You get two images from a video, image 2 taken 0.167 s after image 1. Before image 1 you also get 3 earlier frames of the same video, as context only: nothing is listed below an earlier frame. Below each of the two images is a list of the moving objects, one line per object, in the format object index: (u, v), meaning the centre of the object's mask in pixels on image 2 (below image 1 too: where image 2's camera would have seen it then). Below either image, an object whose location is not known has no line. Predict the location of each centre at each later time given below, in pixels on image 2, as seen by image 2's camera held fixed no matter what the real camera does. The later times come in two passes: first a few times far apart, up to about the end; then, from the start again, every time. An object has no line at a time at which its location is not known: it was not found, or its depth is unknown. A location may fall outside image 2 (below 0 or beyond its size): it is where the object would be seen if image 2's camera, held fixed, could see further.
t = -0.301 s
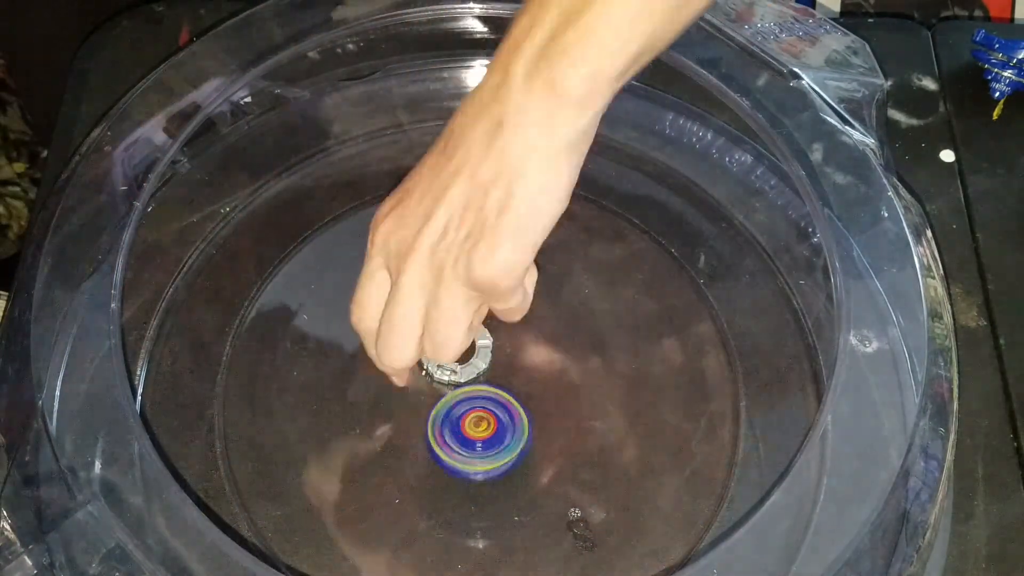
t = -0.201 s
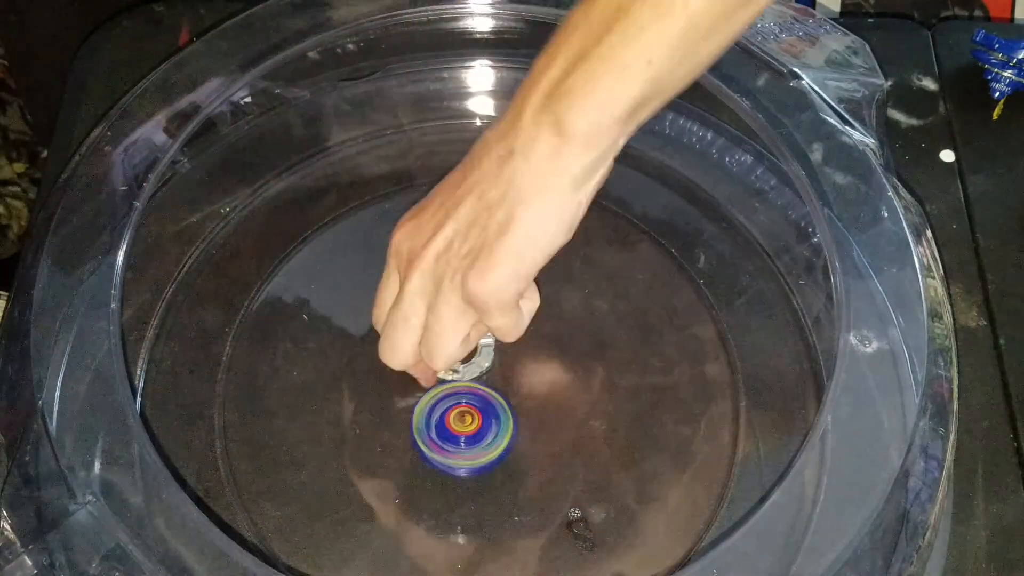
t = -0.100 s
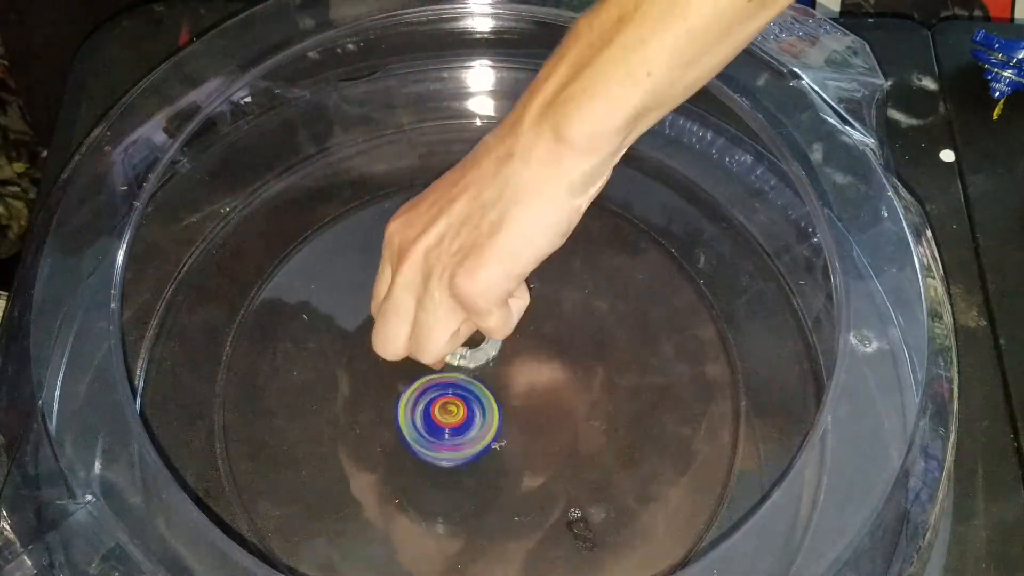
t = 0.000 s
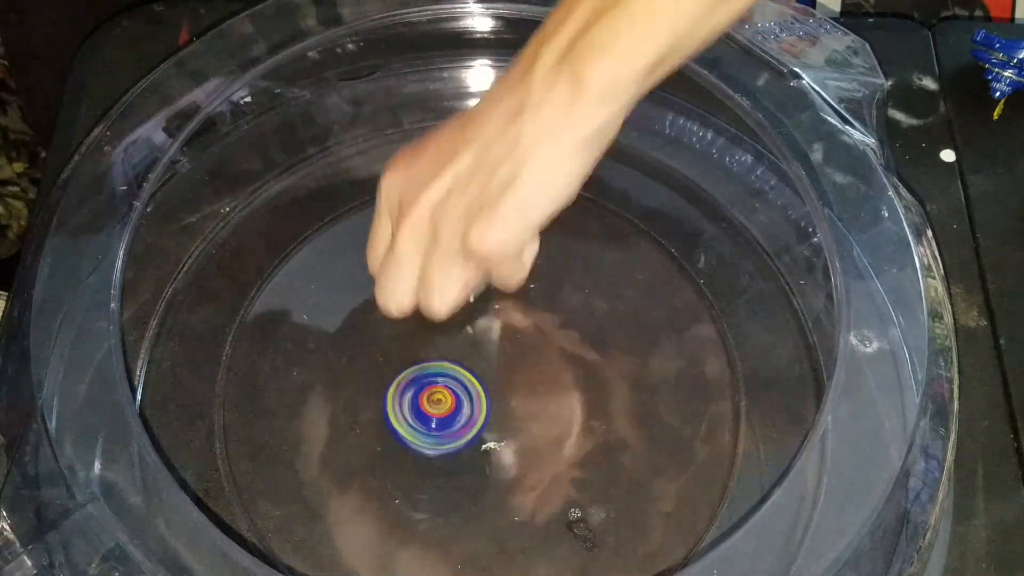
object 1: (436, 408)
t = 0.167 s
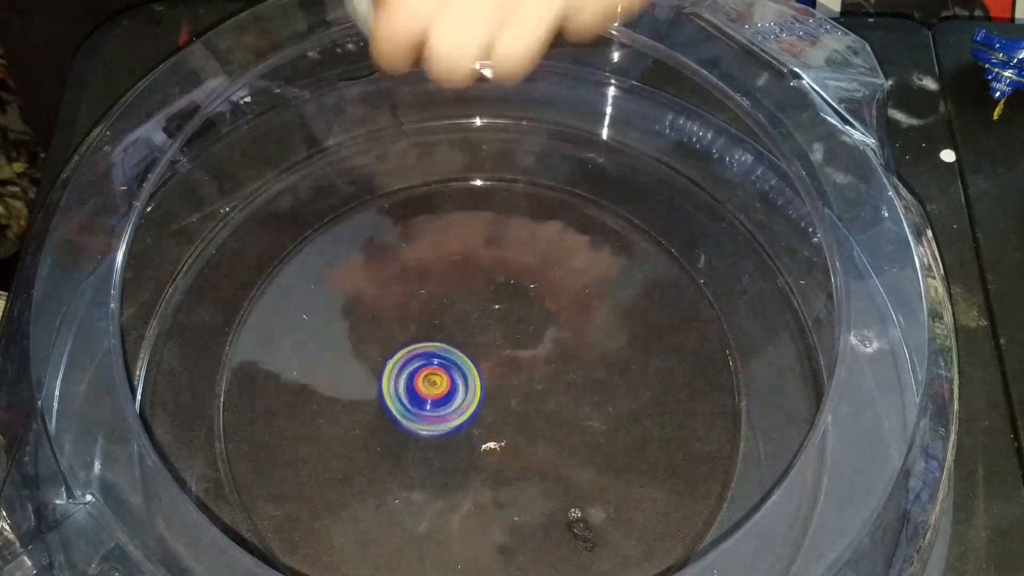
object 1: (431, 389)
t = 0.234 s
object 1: (434, 381)
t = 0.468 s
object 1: (461, 364)
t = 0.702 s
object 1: (487, 364)
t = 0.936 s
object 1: (498, 388)
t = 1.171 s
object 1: (498, 407)
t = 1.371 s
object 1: (481, 407)
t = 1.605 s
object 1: (447, 412)
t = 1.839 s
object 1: (459, 408)
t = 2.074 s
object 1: (477, 372)
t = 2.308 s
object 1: (463, 367)
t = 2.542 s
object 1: (475, 406)
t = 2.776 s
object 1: (507, 408)
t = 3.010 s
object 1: (473, 385)
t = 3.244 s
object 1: (437, 398)
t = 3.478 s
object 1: (468, 409)
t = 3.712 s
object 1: (493, 374)
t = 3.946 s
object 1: (469, 370)
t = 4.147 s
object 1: (465, 407)
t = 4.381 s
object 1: (494, 418)
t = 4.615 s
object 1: (476, 383)
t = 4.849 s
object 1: (437, 381)
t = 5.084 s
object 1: (457, 403)
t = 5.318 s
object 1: (501, 393)
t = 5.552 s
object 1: (488, 372)
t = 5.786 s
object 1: (452, 400)
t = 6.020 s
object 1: (467, 424)
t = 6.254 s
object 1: (484, 389)
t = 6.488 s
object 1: (463, 362)
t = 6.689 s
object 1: (457, 390)
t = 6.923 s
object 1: (489, 416)
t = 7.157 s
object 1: (499, 392)
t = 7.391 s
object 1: (458, 378)
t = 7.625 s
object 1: (439, 398)
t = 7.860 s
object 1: (480, 407)
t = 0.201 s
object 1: (433, 386)
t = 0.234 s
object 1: (434, 381)
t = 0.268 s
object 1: (437, 379)
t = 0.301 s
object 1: (441, 375)
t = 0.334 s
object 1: (443, 372)
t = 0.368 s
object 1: (448, 370)
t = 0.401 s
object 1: (452, 367)
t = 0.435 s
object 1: (456, 366)
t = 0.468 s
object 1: (461, 364)
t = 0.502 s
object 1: (463, 363)
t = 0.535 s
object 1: (469, 362)
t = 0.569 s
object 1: (473, 361)
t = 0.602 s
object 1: (476, 361)
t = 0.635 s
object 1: (481, 361)
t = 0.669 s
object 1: (483, 362)
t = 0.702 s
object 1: (487, 364)
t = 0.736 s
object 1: (489, 366)
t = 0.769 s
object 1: (490, 369)
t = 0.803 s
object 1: (493, 373)
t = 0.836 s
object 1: (493, 376)
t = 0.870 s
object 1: (496, 381)
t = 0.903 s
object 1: (497, 384)
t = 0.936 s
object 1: (498, 388)
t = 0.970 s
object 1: (500, 392)
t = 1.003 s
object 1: (500, 395)
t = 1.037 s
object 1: (501, 399)
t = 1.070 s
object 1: (501, 401)
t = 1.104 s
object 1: (500, 404)
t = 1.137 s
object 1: (500, 406)
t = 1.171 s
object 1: (498, 407)
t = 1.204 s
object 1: (498, 408)
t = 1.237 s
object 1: (495, 409)
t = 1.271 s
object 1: (492, 409)
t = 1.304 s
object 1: (489, 408)
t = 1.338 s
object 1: (485, 408)
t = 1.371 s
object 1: (481, 407)
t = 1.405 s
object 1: (475, 406)
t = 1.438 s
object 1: (468, 407)
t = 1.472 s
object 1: (464, 407)
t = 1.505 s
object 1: (458, 407)
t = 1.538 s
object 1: (454, 408)
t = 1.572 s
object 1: (449, 410)
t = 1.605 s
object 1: (447, 412)
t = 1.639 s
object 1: (445, 411)
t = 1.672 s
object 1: (445, 412)
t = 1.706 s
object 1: (446, 412)
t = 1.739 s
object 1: (448, 413)
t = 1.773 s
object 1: (451, 411)
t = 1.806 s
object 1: (454, 411)
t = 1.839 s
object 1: (459, 408)
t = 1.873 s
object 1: (463, 404)
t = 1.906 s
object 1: (468, 400)
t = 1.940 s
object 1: (472, 394)
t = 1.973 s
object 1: (474, 388)
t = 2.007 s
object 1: (476, 382)
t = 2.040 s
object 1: (477, 377)
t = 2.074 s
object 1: (477, 372)
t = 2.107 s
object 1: (475, 368)
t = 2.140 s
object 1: (476, 365)
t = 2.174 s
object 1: (472, 362)
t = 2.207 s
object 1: (471, 361)
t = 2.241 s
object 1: (467, 362)
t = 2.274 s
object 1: (466, 364)
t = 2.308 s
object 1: (463, 367)
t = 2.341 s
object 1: (462, 371)
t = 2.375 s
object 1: (462, 376)
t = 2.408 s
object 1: (462, 382)
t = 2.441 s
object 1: (465, 389)
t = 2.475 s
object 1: (467, 395)
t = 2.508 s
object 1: (472, 401)
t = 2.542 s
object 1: (475, 406)
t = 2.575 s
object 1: (481, 410)
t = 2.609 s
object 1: (485, 412)
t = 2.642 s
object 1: (492, 414)
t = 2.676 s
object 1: (497, 414)
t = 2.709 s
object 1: (502, 414)
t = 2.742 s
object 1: (505, 411)
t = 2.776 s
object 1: (507, 408)
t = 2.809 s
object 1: (506, 402)
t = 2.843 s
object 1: (504, 400)
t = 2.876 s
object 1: (499, 394)
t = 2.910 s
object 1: (493, 390)
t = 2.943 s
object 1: (487, 388)
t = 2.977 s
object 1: (479, 386)
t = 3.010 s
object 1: (473, 385)
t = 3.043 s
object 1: (466, 386)
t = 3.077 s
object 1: (459, 387)
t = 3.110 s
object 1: (452, 388)
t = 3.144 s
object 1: (448, 390)
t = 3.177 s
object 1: (443, 393)
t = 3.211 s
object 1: (440, 396)
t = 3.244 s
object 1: (437, 398)
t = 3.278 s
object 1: (437, 402)
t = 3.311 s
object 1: (437, 406)
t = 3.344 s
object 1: (442, 410)
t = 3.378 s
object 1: (447, 411)
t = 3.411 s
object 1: (454, 411)
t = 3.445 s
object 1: (461, 410)
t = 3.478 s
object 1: (468, 409)
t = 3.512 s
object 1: (475, 405)
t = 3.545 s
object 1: (480, 401)
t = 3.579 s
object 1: (485, 395)
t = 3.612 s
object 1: (488, 391)
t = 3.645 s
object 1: (491, 385)
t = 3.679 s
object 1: (493, 381)
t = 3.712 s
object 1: (493, 374)
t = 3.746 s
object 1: (493, 371)
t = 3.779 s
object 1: (491, 366)
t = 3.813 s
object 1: (489, 364)
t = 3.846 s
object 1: (483, 361)
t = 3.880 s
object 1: (478, 363)
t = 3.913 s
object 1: (473, 365)
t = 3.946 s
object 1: (469, 370)
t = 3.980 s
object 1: (465, 375)
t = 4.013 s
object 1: (463, 381)
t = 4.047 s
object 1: (462, 387)
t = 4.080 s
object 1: (462, 395)
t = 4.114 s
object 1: (463, 401)
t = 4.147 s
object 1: (465, 407)
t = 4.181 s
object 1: (468, 413)
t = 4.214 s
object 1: (472, 417)
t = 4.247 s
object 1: (475, 420)
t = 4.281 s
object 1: (481, 423)
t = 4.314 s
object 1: (485, 423)
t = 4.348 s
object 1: (492, 423)
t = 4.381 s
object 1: (494, 418)
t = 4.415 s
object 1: (498, 414)
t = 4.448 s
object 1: (496, 408)
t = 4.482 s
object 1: (496, 402)
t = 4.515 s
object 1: (491, 396)
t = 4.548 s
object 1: (487, 392)
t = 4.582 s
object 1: (481, 386)
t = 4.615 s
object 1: (476, 383)
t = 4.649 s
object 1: (469, 379)
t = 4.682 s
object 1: (464, 378)
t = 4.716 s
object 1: (456, 376)
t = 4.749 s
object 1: (451, 375)
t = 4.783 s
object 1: (445, 376)
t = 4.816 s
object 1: (442, 379)
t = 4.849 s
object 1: (437, 381)
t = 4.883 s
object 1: (436, 383)
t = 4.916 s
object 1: (436, 387)
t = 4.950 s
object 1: (437, 390)
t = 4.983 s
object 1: (440, 395)
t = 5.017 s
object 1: (443, 398)
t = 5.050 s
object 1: (450, 402)
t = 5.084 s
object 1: (457, 403)
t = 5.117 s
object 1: (463, 404)
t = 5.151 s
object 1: (470, 404)
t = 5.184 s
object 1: (478, 404)
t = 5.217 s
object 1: (484, 402)
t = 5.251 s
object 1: (492, 399)
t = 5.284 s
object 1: (496, 397)
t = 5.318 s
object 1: (501, 393)
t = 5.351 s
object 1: (503, 390)
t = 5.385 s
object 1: (506, 384)
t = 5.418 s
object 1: (506, 381)
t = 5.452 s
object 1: (503, 375)
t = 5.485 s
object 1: (500, 373)
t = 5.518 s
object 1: (492, 371)
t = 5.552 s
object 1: (488, 372)
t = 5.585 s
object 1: (480, 373)
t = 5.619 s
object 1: (475, 376)
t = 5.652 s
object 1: (468, 379)
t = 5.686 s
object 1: (464, 383)
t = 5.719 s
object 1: (459, 388)
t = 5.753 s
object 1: (455, 393)
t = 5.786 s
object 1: (452, 400)
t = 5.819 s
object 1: (451, 404)
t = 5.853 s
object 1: (452, 410)
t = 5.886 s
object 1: (451, 414)
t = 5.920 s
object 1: (454, 418)
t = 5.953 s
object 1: (456, 421)
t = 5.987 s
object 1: (463, 423)
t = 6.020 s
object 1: (467, 424)
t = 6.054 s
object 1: (473, 420)
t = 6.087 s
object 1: (478, 417)
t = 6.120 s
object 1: (480, 412)
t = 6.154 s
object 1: (484, 408)
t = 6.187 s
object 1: (484, 401)
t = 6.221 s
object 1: (486, 395)
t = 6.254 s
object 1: (484, 389)
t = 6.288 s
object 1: (484, 382)
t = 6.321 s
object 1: (483, 379)
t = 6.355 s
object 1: (480, 372)
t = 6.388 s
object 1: (478, 369)
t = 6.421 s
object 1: (473, 365)
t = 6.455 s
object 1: (470, 363)
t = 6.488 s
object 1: (463, 362)
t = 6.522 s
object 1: (460, 364)
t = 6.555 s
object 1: (455, 368)
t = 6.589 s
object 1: (453, 372)
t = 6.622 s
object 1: (453, 379)
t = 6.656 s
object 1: (453, 384)
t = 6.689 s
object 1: (457, 390)
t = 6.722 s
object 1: (459, 395)
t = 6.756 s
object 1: (464, 400)
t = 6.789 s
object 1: (466, 405)
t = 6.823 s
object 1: (471, 408)
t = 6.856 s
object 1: (477, 413)
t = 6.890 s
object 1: (481, 415)
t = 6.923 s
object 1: (489, 416)
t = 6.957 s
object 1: (492, 416)
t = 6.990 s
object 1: (498, 413)
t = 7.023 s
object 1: (502, 412)
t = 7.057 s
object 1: (503, 407)
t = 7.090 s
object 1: (505, 403)
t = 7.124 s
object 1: (501, 397)
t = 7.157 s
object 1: (499, 392)
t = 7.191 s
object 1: (494, 390)
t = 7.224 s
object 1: (488, 386)
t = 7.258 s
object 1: (484, 384)
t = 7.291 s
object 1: (477, 381)
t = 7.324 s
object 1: (472, 380)
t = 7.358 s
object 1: (464, 379)
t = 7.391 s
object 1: (458, 378)
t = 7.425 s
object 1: (453, 381)
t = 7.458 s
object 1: (447, 381)
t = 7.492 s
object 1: (444, 383)
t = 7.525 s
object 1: (439, 386)
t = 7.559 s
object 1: (438, 389)
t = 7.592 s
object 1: (438, 395)
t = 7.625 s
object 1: (439, 398)
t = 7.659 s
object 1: (446, 403)
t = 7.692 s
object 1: (449, 405)
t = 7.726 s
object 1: (455, 406)
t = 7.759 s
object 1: (461, 408)
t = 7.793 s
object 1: (467, 408)
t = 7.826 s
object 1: (476, 408)
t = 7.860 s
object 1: (480, 407)
